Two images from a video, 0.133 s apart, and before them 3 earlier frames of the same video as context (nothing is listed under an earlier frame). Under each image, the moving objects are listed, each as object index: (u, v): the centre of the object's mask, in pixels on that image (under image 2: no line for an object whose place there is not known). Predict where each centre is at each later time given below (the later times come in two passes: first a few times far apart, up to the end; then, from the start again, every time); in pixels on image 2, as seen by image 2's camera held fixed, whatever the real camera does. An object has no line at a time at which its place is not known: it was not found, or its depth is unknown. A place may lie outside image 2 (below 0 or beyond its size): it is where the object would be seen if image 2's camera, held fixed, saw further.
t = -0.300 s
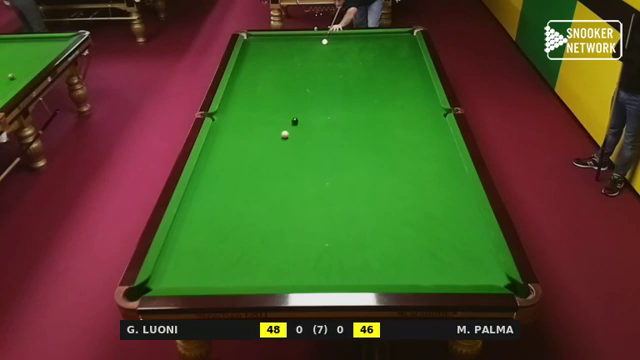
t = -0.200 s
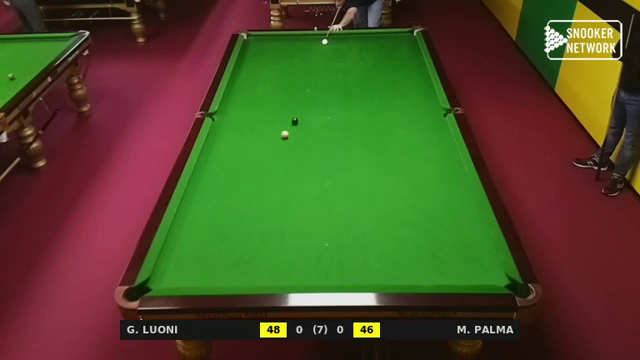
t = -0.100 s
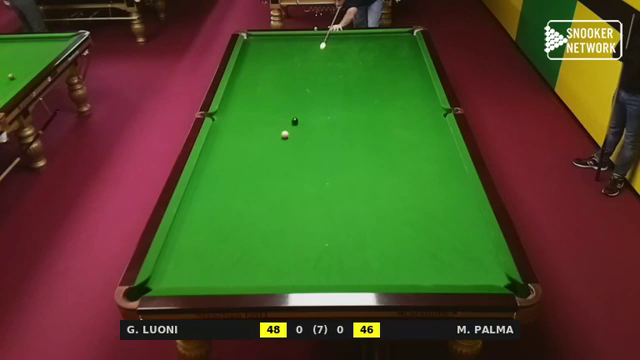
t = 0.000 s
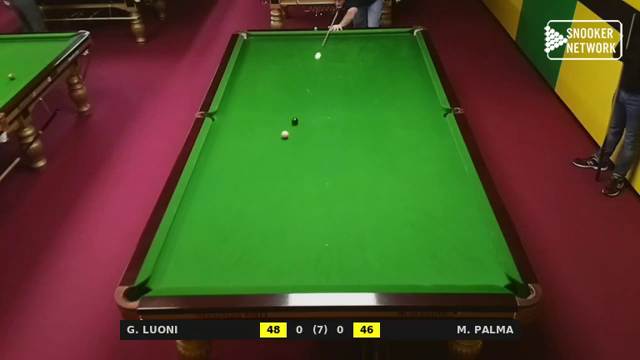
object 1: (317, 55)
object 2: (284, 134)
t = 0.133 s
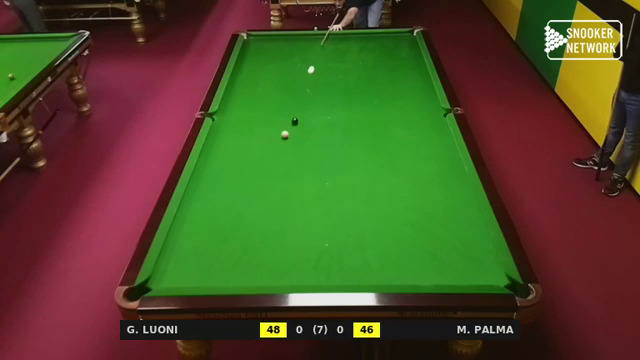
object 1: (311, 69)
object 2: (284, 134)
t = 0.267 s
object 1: (303, 85)
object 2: (284, 134)
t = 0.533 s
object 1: (285, 123)
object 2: (284, 135)
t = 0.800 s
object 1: (240, 152)
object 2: (305, 151)
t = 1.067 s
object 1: (196, 183)
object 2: (328, 170)
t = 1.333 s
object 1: (216, 208)
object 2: (353, 190)
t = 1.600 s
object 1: (237, 236)
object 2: (380, 213)
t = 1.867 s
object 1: (261, 267)
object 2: (410, 238)
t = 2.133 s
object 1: (290, 268)
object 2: (444, 265)
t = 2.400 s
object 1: (318, 246)
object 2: (471, 273)
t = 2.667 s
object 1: (343, 226)
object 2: (481, 253)
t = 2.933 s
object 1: (365, 208)
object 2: (482, 236)
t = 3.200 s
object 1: (384, 193)
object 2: (467, 223)
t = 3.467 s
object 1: (402, 179)
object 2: (454, 212)
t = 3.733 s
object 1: (418, 167)
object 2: (443, 202)
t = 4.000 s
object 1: (433, 155)
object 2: (433, 193)
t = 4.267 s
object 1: (447, 145)
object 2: (424, 186)
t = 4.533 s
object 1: (442, 138)
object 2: (417, 178)
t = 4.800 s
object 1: (431, 132)
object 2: (410, 172)
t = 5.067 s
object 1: (421, 127)
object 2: (404, 167)
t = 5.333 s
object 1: (412, 122)
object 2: (399, 162)
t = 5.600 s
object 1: (404, 118)
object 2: (395, 158)
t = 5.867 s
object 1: (396, 114)
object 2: (391, 154)
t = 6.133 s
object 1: (390, 111)
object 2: (387, 151)
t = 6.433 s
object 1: (384, 108)
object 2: (384, 149)
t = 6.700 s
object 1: (379, 105)
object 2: (382, 147)
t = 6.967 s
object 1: (375, 103)
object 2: (380, 145)
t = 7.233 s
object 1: (371, 101)
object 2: (379, 144)
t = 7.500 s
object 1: (369, 100)
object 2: (378, 144)
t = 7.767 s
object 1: (366, 99)
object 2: (378, 144)
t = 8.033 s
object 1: (365, 99)
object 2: (378, 144)
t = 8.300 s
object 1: (363, 98)
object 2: (378, 144)
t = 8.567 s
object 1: (363, 98)
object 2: (378, 144)
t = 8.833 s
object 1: (364, 98)
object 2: (378, 144)
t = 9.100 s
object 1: (364, 98)
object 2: (378, 144)
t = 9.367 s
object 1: (364, 98)
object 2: (378, 144)
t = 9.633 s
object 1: (364, 98)
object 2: (378, 144)
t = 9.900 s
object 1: (364, 98)
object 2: (378, 144)
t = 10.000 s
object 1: (363, 98)
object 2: (378, 144)
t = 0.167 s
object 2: (284, 134)
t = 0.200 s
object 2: (284, 134)
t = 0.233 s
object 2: (284, 134)
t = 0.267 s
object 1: (303, 85)
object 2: (284, 134)
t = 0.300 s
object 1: (301, 90)
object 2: (284, 134)
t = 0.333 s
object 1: (299, 94)
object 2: (284, 134)
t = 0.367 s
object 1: (297, 99)
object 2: (284, 134)
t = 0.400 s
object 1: (294, 103)
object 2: (284, 134)
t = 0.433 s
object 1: (292, 108)
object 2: (284, 134)
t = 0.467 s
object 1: (290, 113)
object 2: (284, 134)
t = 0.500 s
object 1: (287, 118)
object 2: (284, 134)
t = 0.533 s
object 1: (285, 123)
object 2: (284, 135)
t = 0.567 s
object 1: (282, 129)
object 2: (285, 135)
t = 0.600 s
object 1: (277, 133)
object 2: (287, 136)
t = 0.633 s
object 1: (271, 135)
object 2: (290, 139)
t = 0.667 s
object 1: (265, 138)
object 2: (293, 141)
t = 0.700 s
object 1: (258, 142)
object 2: (297, 144)
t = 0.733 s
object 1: (252, 145)
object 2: (300, 147)
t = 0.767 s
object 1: (246, 149)
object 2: (303, 149)
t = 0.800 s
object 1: (240, 152)
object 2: (305, 151)
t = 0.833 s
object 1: (233, 156)
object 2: (308, 153)
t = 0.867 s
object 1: (227, 160)
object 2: (311, 156)
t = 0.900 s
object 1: (221, 163)
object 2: (314, 158)
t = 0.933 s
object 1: (214, 168)
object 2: (316, 160)
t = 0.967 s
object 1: (207, 171)
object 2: (319, 163)
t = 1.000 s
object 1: (200, 175)
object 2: (322, 165)
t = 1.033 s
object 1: (194, 179)
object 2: (325, 167)
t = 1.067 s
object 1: (196, 183)
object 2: (328, 170)
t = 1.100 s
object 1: (199, 185)
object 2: (331, 172)
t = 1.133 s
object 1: (202, 189)
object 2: (334, 175)
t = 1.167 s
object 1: (205, 191)
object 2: (337, 178)
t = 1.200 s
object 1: (207, 195)
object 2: (340, 180)
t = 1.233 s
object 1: (209, 198)
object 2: (344, 183)
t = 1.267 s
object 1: (212, 201)
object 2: (347, 185)
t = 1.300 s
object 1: (214, 204)
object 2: (350, 188)
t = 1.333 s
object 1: (216, 208)
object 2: (353, 190)
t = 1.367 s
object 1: (219, 211)
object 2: (356, 193)
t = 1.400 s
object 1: (221, 214)
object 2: (360, 196)
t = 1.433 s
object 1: (224, 218)
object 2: (363, 199)
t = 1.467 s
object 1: (227, 221)
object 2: (366, 201)
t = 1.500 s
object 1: (229, 225)
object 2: (370, 204)
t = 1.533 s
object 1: (232, 228)
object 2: (373, 207)
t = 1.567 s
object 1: (235, 232)
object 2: (377, 210)
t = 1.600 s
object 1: (237, 236)
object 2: (380, 213)
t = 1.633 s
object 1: (240, 239)
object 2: (384, 216)
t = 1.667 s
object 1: (243, 243)
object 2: (388, 219)
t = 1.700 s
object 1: (246, 247)
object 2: (391, 222)
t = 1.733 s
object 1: (249, 251)
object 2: (395, 225)
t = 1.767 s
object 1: (252, 255)
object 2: (399, 228)
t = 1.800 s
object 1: (255, 259)
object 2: (403, 231)
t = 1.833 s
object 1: (258, 263)
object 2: (406, 234)
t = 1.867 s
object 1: (261, 267)
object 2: (410, 238)
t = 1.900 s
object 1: (264, 271)
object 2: (415, 241)
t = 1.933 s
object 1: (267, 276)
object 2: (418, 244)
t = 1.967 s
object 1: (270, 279)
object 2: (423, 248)
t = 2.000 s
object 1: (274, 280)
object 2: (427, 251)
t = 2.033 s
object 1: (278, 278)
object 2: (431, 255)
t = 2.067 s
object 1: (282, 275)
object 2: (436, 258)
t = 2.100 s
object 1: (286, 271)
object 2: (440, 262)
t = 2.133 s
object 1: (290, 268)
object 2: (444, 265)
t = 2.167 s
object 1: (294, 266)
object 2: (449, 269)
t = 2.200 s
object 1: (297, 262)
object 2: (453, 273)
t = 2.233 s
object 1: (301, 259)
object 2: (458, 276)
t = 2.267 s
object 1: (304, 257)
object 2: (462, 278)
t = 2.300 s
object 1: (308, 254)
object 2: (466, 279)
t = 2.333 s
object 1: (311, 251)
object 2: (467, 277)
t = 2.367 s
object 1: (315, 248)
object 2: (469, 275)
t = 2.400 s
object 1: (318, 246)
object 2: (471, 273)
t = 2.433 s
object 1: (321, 243)
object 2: (472, 270)
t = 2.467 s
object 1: (324, 240)
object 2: (473, 267)
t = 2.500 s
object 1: (328, 238)
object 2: (474, 265)
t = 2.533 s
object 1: (331, 235)
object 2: (476, 262)
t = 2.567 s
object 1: (334, 233)
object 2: (477, 260)
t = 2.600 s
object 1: (337, 231)
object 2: (479, 257)
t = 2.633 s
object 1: (340, 228)
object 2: (480, 255)
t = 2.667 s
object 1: (343, 226)
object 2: (481, 253)
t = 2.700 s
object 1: (345, 224)
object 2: (483, 250)
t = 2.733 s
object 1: (348, 221)
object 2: (484, 248)
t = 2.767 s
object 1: (351, 219)
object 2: (485, 246)
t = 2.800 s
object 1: (354, 217)
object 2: (487, 244)
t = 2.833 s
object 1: (357, 214)
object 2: (487, 242)
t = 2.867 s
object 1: (359, 213)
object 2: (486, 240)
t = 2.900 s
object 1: (362, 210)
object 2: (484, 238)
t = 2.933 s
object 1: (365, 208)
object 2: (482, 236)
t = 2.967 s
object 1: (367, 206)
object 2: (479, 235)
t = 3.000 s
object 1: (370, 204)
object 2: (478, 233)
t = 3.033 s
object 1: (372, 202)
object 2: (476, 232)
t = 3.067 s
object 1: (375, 200)
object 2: (474, 230)
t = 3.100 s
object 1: (377, 199)
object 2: (472, 228)
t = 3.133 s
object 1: (379, 196)
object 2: (471, 227)
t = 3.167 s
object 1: (382, 195)
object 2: (468, 225)
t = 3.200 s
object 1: (384, 193)
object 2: (467, 223)
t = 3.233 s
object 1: (387, 191)
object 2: (465, 222)
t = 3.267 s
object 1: (389, 189)
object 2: (463, 221)
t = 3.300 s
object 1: (391, 188)
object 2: (462, 219)
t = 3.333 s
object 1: (393, 186)
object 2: (460, 218)
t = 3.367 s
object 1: (396, 184)
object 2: (459, 217)
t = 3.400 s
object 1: (398, 182)
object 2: (457, 215)
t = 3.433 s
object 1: (400, 181)
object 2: (456, 214)
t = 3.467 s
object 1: (402, 179)
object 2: (454, 212)
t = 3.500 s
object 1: (404, 178)
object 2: (453, 211)
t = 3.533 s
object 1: (406, 176)
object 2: (451, 210)
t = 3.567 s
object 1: (408, 174)
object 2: (450, 208)
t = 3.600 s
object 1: (410, 173)
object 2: (448, 207)
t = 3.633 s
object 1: (412, 171)
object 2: (447, 206)
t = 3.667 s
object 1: (414, 170)
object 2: (445, 204)
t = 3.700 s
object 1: (416, 168)
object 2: (444, 203)
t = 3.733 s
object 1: (418, 167)
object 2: (443, 202)
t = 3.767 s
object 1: (420, 165)
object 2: (442, 201)
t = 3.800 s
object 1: (422, 164)
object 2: (440, 200)
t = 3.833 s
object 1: (424, 162)
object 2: (439, 199)
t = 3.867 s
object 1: (426, 161)
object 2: (438, 198)
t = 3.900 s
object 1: (427, 160)
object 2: (436, 197)
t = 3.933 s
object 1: (429, 158)
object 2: (435, 196)
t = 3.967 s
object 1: (431, 157)
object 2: (434, 195)
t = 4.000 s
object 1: (433, 155)
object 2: (433, 193)
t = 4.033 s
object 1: (435, 154)
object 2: (432, 192)
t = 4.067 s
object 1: (436, 153)
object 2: (431, 191)
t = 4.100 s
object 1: (438, 151)
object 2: (429, 190)
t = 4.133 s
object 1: (440, 150)
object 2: (428, 189)
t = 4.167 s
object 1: (441, 149)
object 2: (428, 188)
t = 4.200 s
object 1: (443, 148)
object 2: (427, 187)
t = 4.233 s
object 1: (445, 147)
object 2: (426, 187)
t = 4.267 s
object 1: (447, 145)
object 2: (424, 186)
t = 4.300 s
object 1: (448, 144)
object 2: (424, 185)
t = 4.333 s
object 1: (450, 143)
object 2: (423, 184)
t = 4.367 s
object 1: (450, 142)
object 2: (421, 183)
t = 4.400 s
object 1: (449, 141)
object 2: (420, 182)
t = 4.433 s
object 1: (447, 140)
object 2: (420, 181)
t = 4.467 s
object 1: (446, 139)
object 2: (419, 180)
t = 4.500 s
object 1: (444, 139)
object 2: (418, 179)
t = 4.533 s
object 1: (442, 138)
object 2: (417, 178)
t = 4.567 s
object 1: (441, 137)
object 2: (416, 178)
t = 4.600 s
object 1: (439, 136)
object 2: (415, 177)
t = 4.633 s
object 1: (438, 136)
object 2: (414, 176)
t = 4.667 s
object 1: (436, 135)
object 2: (413, 175)
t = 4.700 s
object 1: (435, 134)
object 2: (413, 174)
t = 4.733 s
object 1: (434, 133)
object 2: (412, 174)
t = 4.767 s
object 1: (432, 133)
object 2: (411, 173)
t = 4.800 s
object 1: (431, 132)
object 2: (410, 172)
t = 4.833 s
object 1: (430, 131)
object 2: (410, 171)
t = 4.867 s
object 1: (428, 131)
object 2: (409, 171)
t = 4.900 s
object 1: (427, 130)
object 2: (408, 170)
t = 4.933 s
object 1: (426, 129)
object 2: (407, 170)
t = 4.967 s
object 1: (424, 129)
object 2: (407, 169)
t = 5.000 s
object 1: (423, 128)
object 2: (406, 168)
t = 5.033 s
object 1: (422, 127)
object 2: (405, 167)
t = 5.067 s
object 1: (421, 127)
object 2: (404, 167)
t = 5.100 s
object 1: (419, 126)
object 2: (404, 166)
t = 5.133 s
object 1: (418, 125)
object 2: (403, 166)
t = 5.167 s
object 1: (417, 125)
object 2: (403, 165)
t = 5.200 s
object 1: (416, 124)
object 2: (402, 164)
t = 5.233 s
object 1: (415, 124)
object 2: (401, 164)
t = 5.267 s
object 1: (414, 123)
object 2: (401, 163)
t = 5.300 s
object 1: (413, 122)
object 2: (400, 163)
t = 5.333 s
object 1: (412, 122)
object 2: (399, 162)
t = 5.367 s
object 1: (411, 121)
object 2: (399, 162)
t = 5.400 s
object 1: (409, 121)
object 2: (398, 161)
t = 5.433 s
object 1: (409, 120)
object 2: (397, 160)
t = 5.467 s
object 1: (407, 120)
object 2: (397, 160)
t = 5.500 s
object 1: (407, 119)
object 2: (396, 159)
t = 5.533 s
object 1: (405, 119)
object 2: (396, 159)
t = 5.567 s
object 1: (405, 118)
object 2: (395, 158)
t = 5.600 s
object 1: (404, 118)
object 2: (395, 158)
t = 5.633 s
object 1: (403, 117)
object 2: (394, 157)
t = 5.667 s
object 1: (401, 117)
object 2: (394, 157)
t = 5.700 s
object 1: (401, 116)
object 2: (393, 156)
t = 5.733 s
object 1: (400, 116)
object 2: (393, 156)
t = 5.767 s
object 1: (399, 115)
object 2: (392, 156)
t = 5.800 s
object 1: (398, 115)
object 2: (392, 155)
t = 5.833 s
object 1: (397, 114)
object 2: (391, 155)
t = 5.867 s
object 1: (396, 114)
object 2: (391, 154)
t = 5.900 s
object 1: (395, 114)
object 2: (390, 154)
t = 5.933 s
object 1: (395, 113)
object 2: (390, 153)
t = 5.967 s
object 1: (394, 113)
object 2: (389, 153)
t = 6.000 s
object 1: (393, 112)
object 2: (389, 153)
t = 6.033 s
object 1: (392, 112)
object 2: (388, 153)
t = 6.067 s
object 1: (391, 111)
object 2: (388, 152)
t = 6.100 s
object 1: (391, 111)
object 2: (388, 152)
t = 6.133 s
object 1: (390, 111)
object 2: (387, 151)
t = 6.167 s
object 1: (389, 110)
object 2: (387, 151)
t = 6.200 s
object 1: (389, 110)
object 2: (386, 151)
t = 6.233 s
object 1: (388, 109)
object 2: (386, 150)
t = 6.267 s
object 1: (387, 109)
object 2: (386, 150)
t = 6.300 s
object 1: (386, 109)
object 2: (385, 150)
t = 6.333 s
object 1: (386, 109)
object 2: (385, 149)
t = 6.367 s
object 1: (385, 108)
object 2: (385, 149)
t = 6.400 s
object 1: (384, 108)
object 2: (385, 149)
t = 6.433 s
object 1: (384, 108)
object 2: (384, 149)
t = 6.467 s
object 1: (383, 107)
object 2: (384, 148)
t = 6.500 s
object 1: (382, 107)
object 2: (383, 148)
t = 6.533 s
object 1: (382, 106)
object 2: (383, 148)
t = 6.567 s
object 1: (381, 106)
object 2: (383, 148)
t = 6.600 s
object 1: (381, 106)
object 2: (383, 147)
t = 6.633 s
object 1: (380, 106)
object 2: (382, 147)
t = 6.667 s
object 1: (379, 105)
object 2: (382, 147)
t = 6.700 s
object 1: (379, 105)
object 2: (382, 147)
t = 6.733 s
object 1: (378, 105)
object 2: (382, 147)
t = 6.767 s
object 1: (378, 104)
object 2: (382, 146)
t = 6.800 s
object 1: (377, 104)
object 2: (381, 146)
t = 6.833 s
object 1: (377, 104)
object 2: (381, 146)
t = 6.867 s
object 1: (376, 104)
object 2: (381, 146)
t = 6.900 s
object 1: (376, 104)
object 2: (381, 145)
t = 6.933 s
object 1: (375, 103)
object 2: (380, 145)
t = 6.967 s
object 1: (375, 103)
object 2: (380, 145)
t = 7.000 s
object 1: (374, 103)
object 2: (380, 145)
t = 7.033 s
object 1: (374, 103)
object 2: (380, 145)
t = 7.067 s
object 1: (374, 102)
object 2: (380, 145)
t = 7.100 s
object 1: (373, 102)
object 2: (379, 145)
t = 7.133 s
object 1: (373, 102)
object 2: (379, 145)
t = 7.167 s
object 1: (372, 102)
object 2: (379, 145)
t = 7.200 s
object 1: (372, 102)
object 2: (379, 144)
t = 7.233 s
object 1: (371, 101)
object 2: (379, 144)
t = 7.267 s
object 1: (371, 101)
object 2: (379, 144)
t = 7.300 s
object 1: (371, 101)
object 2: (379, 144)
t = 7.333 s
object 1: (370, 101)
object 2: (379, 144)
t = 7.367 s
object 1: (370, 101)
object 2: (379, 144)
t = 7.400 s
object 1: (370, 101)
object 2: (379, 144)
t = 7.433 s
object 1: (369, 101)
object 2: (378, 144)
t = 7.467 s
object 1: (369, 100)
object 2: (378, 144)
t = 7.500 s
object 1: (369, 100)
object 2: (378, 144)
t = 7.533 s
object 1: (368, 100)
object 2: (378, 144)
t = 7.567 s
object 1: (368, 100)
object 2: (378, 144)
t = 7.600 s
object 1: (368, 100)
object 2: (378, 144)
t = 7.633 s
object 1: (367, 100)
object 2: (378, 144)
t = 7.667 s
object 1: (367, 100)
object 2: (378, 144)
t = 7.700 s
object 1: (367, 100)
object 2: (378, 144)
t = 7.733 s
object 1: (367, 99)
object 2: (378, 144)
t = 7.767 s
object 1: (366, 99)
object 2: (378, 144)
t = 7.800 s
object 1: (366, 99)
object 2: (378, 144)
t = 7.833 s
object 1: (366, 99)
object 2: (378, 144)
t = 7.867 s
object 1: (366, 99)
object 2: (378, 144)
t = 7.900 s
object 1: (365, 99)
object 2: (378, 144)
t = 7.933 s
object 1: (365, 99)
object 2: (378, 144)
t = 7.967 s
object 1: (365, 99)
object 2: (378, 144)
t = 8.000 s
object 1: (365, 99)
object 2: (378, 144)
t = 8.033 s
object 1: (365, 99)
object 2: (378, 144)
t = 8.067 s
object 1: (364, 99)
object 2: (378, 144)
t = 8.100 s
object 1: (364, 99)
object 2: (378, 144)
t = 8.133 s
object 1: (364, 99)
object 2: (378, 144)
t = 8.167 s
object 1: (364, 99)
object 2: (378, 144)
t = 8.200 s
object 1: (364, 99)
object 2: (378, 144)
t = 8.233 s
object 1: (364, 99)
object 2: (378, 144)
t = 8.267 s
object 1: (363, 98)
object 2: (378, 144)
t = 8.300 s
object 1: (363, 98)
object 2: (378, 144)
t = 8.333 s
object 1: (363, 98)
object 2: (378, 144)
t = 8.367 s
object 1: (363, 98)
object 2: (378, 144)
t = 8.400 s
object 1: (363, 98)
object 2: (378, 144)
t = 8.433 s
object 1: (363, 98)
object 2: (378, 144)
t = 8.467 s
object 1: (363, 98)
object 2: (378, 144)
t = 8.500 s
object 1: (363, 98)
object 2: (378, 144)
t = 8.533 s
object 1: (363, 98)
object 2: (378, 144)
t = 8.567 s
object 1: (363, 98)
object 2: (378, 144)
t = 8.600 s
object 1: (363, 98)
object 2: (378, 144)
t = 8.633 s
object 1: (363, 98)
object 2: (378, 144)
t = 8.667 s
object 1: (363, 98)
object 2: (378, 144)
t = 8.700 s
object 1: (363, 98)
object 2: (378, 144)
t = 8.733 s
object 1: (364, 98)
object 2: (378, 144)
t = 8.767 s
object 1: (364, 98)
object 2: (378, 144)
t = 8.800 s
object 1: (363, 98)
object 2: (378, 144)
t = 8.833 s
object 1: (364, 98)
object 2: (378, 144)
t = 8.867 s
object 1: (363, 98)
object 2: (378, 144)
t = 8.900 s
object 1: (364, 98)
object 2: (378, 144)
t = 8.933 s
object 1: (364, 98)
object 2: (378, 144)
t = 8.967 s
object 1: (364, 98)
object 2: (378, 144)
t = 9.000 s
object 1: (364, 98)
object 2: (378, 144)
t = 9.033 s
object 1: (364, 98)
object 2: (378, 144)
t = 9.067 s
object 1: (364, 98)
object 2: (378, 144)
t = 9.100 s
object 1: (364, 98)
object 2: (378, 144)
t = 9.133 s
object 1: (364, 98)
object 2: (378, 144)
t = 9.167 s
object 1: (364, 98)
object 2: (378, 144)
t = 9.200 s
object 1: (364, 98)
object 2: (378, 144)
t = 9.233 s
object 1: (364, 98)
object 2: (378, 144)
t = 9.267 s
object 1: (364, 98)
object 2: (378, 144)
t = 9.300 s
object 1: (364, 98)
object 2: (378, 144)
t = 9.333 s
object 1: (364, 98)
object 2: (378, 144)
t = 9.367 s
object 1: (364, 98)
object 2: (378, 144)
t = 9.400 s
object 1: (364, 98)
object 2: (378, 144)
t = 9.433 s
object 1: (364, 98)
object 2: (378, 144)
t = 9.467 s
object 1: (364, 98)
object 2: (378, 144)
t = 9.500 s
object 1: (364, 98)
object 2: (378, 144)
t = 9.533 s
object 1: (364, 98)
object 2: (378, 144)
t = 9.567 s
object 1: (364, 98)
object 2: (378, 144)
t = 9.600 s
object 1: (364, 98)
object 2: (378, 144)
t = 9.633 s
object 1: (364, 98)
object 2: (378, 144)
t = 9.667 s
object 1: (363, 98)
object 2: (378, 144)
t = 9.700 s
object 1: (364, 98)
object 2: (378, 144)
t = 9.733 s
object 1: (364, 98)
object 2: (378, 144)
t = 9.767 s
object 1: (364, 98)
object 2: (378, 144)
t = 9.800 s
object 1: (364, 98)
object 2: (378, 144)
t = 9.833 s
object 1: (364, 98)
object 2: (378, 144)
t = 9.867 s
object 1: (364, 98)
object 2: (378, 144)
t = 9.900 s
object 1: (364, 98)
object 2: (378, 144)
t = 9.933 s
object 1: (363, 98)
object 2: (378, 144)
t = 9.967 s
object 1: (364, 98)
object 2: (378, 144)
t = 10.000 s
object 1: (363, 98)
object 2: (378, 144)
